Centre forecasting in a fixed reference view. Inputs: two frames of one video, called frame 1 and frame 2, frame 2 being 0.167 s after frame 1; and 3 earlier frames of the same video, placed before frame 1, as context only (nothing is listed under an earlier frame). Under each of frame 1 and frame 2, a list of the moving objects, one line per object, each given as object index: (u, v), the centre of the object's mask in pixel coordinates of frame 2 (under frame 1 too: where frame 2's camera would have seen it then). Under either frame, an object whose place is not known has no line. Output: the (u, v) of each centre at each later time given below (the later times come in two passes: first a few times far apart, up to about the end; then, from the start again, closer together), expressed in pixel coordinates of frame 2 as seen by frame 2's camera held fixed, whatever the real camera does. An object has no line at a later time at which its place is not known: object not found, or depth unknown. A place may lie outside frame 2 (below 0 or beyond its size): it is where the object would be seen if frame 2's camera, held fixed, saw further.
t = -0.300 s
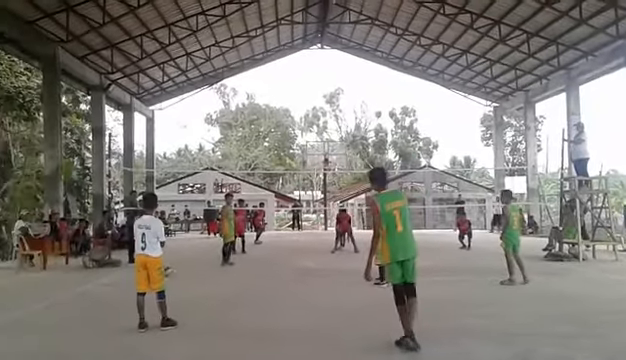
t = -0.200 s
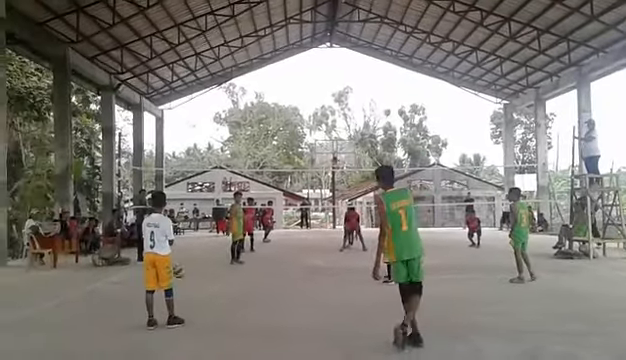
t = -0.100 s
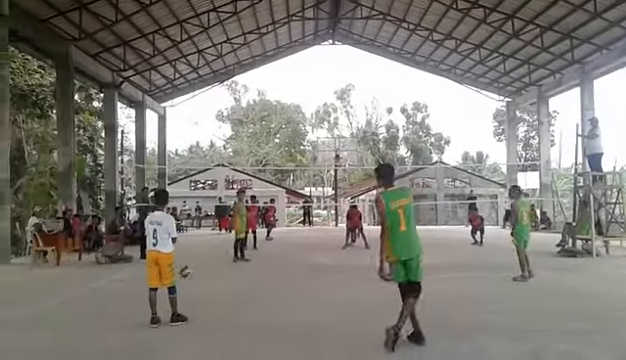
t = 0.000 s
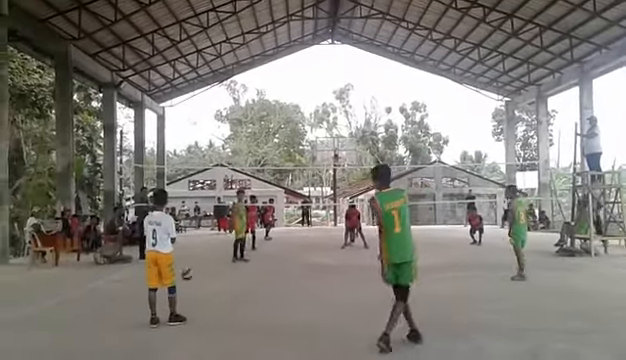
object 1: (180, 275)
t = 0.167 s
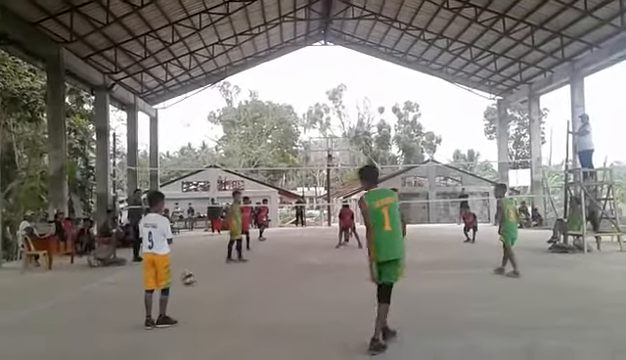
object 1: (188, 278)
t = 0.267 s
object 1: (192, 281)
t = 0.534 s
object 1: (204, 287)
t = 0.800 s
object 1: (217, 293)
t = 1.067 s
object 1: (233, 302)
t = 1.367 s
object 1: (253, 314)
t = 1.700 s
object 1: (283, 330)
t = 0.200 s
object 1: (189, 279)
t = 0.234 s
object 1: (191, 280)
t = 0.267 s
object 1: (192, 281)
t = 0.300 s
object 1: (193, 282)
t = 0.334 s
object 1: (195, 283)
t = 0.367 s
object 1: (197, 282)
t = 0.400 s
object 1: (198, 283)
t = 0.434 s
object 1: (199, 284)
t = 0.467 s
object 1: (201, 284)
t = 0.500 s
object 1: (202, 286)
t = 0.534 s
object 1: (204, 287)
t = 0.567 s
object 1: (207, 289)
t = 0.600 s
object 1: (207, 288)
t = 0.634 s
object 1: (209, 290)
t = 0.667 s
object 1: (211, 290)
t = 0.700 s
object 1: (212, 291)
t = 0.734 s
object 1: (213, 291)
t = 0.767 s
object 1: (215, 291)
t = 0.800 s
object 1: (217, 293)
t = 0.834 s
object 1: (219, 294)
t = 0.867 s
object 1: (220, 295)
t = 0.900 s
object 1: (222, 297)
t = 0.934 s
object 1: (224, 298)
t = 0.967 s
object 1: (226, 299)
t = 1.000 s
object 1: (227, 300)
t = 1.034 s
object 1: (229, 301)
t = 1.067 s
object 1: (233, 302)
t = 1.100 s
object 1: (235, 303)
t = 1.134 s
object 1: (236, 305)
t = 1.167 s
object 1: (238, 306)
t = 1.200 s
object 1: (241, 307)
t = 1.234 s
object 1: (242, 308)
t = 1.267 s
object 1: (247, 309)
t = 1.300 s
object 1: (250, 311)
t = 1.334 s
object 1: (251, 313)
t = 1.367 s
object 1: (253, 314)
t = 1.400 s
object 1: (256, 315)
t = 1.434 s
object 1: (260, 318)
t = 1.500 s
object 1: (265, 320)
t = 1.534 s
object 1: (269, 321)
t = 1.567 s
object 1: (272, 324)
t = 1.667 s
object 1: (280, 329)
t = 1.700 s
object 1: (283, 330)
